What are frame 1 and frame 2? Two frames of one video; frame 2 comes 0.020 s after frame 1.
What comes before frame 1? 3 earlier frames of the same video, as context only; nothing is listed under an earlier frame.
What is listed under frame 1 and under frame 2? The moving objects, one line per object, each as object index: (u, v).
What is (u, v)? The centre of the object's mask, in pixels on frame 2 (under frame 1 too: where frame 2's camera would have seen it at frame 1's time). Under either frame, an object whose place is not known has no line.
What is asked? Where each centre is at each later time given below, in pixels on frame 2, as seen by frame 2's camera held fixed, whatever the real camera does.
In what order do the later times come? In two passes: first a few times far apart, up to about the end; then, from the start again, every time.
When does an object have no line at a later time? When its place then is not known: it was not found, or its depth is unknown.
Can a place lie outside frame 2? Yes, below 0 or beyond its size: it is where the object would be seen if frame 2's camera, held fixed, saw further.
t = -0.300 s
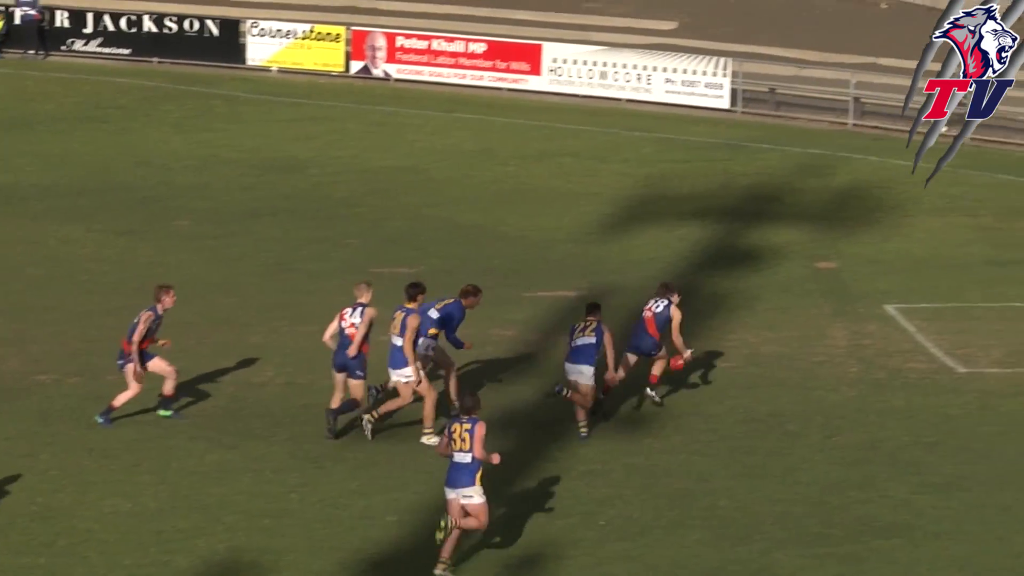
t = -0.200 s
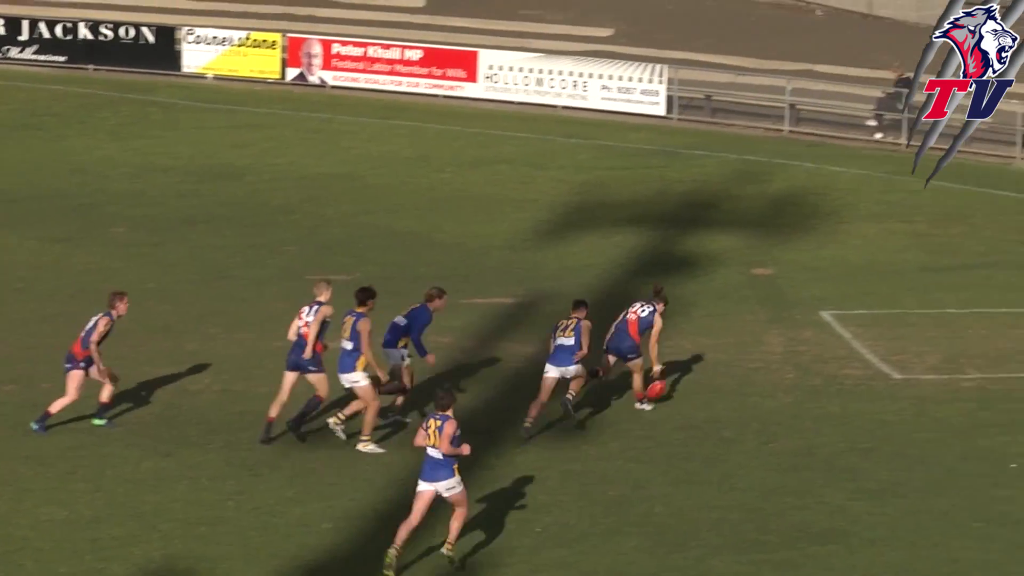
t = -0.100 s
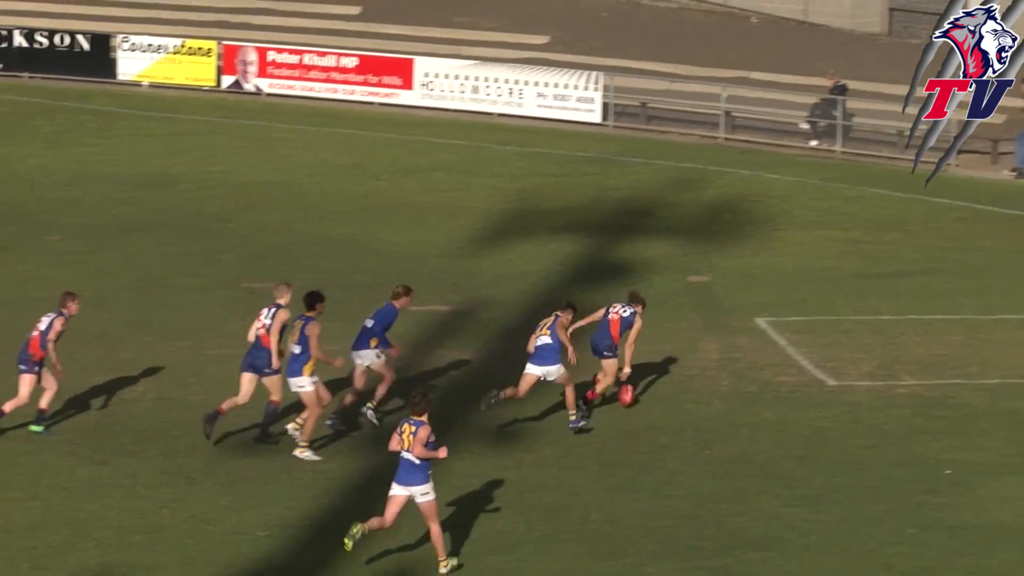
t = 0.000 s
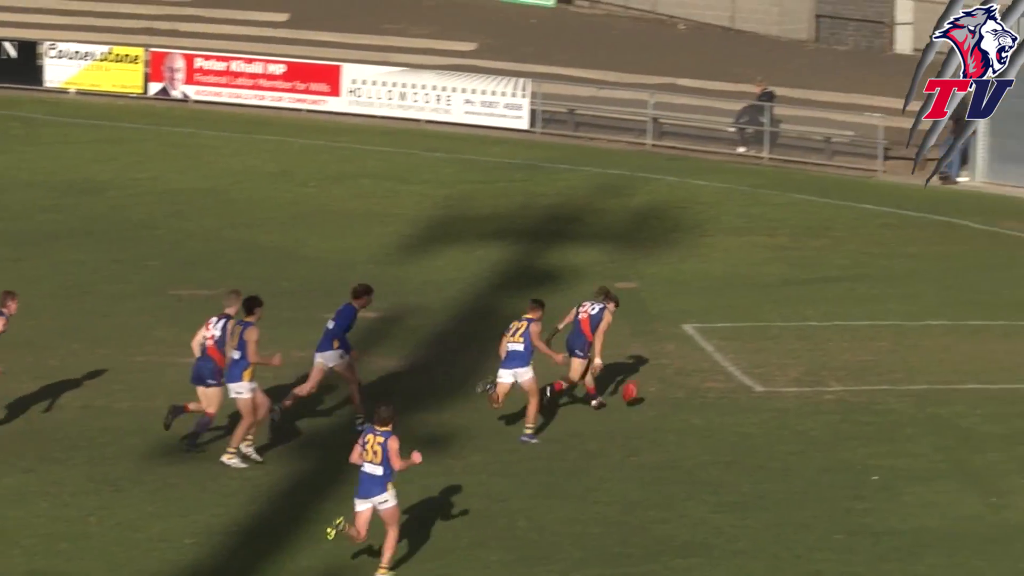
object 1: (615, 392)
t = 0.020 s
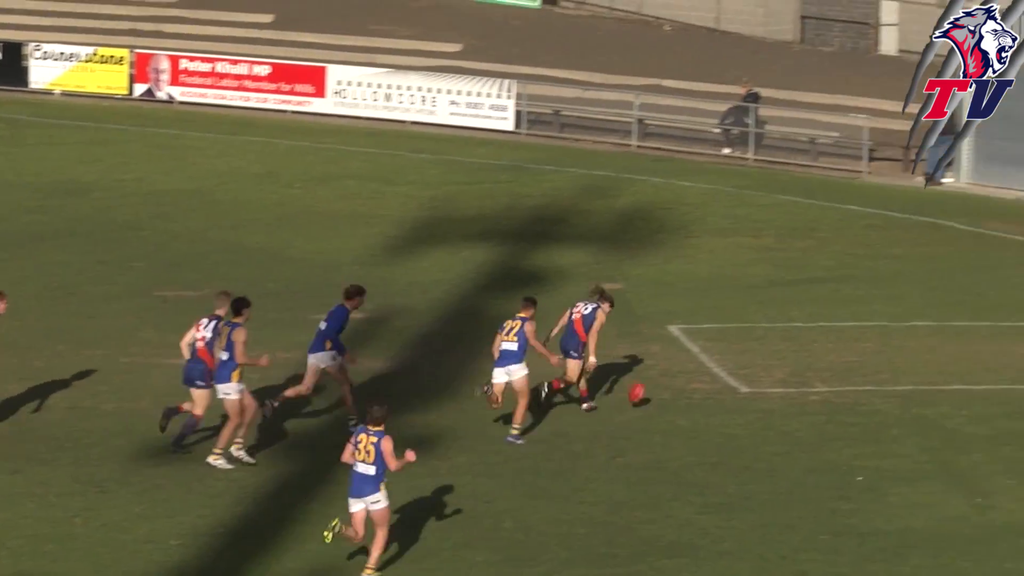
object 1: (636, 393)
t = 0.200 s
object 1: (800, 380)
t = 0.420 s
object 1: (958, 353)
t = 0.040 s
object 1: (658, 393)
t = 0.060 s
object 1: (678, 394)
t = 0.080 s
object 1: (699, 395)
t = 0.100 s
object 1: (720, 396)
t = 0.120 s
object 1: (740, 397)
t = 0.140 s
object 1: (755, 394)
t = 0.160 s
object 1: (771, 388)
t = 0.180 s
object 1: (785, 384)
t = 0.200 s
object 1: (800, 380)
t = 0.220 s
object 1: (815, 375)
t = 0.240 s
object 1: (829, 371)
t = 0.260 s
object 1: (843, 367)
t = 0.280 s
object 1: (859, 365)
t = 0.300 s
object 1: (873, 363)
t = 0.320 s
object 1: (887, 360)
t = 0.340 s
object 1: (901, 358)
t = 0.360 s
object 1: (915, 356)
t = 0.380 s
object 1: (930, 355)
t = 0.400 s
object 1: (944, 354)
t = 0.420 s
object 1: (958, 353)
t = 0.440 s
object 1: (972, 353)
